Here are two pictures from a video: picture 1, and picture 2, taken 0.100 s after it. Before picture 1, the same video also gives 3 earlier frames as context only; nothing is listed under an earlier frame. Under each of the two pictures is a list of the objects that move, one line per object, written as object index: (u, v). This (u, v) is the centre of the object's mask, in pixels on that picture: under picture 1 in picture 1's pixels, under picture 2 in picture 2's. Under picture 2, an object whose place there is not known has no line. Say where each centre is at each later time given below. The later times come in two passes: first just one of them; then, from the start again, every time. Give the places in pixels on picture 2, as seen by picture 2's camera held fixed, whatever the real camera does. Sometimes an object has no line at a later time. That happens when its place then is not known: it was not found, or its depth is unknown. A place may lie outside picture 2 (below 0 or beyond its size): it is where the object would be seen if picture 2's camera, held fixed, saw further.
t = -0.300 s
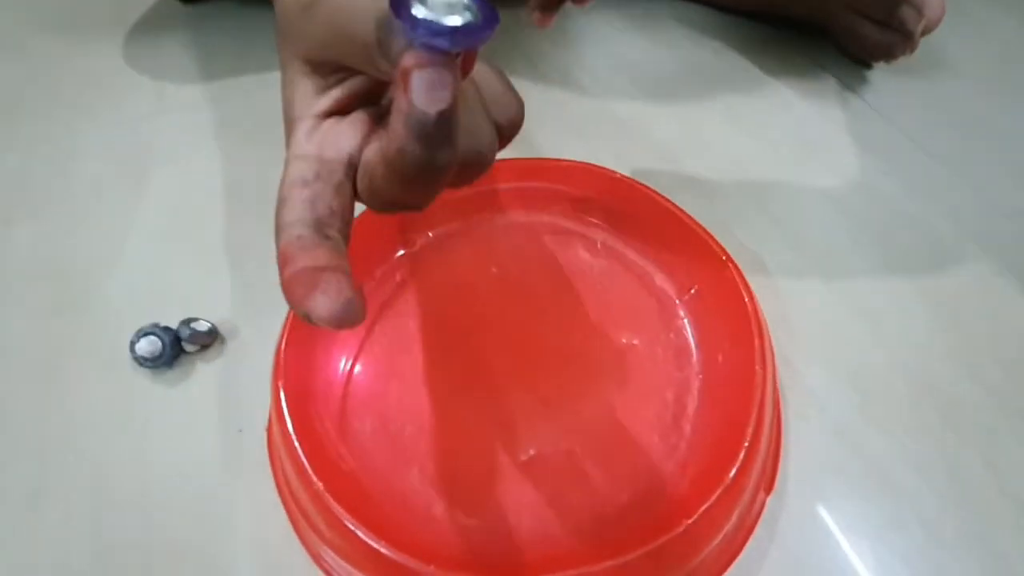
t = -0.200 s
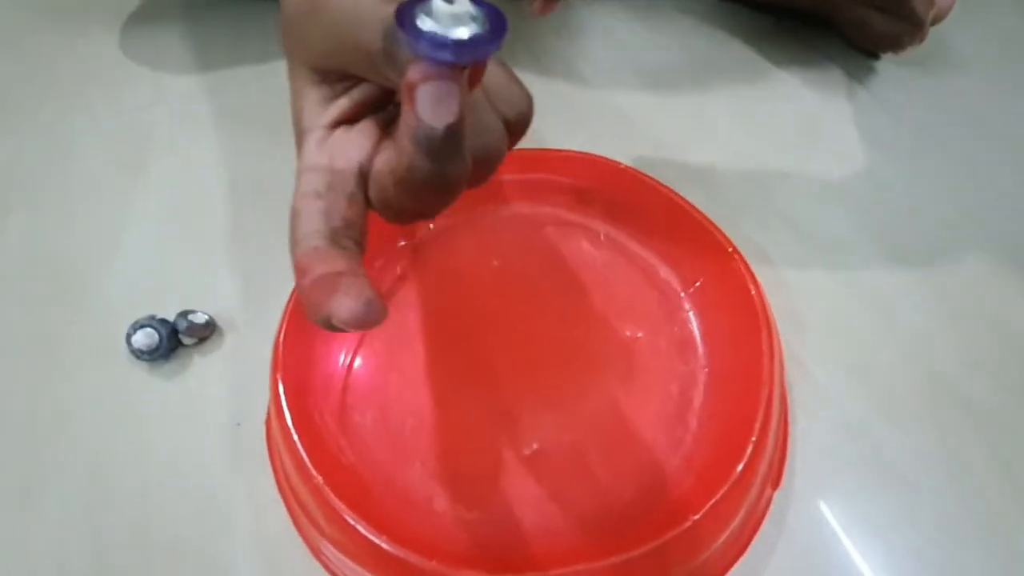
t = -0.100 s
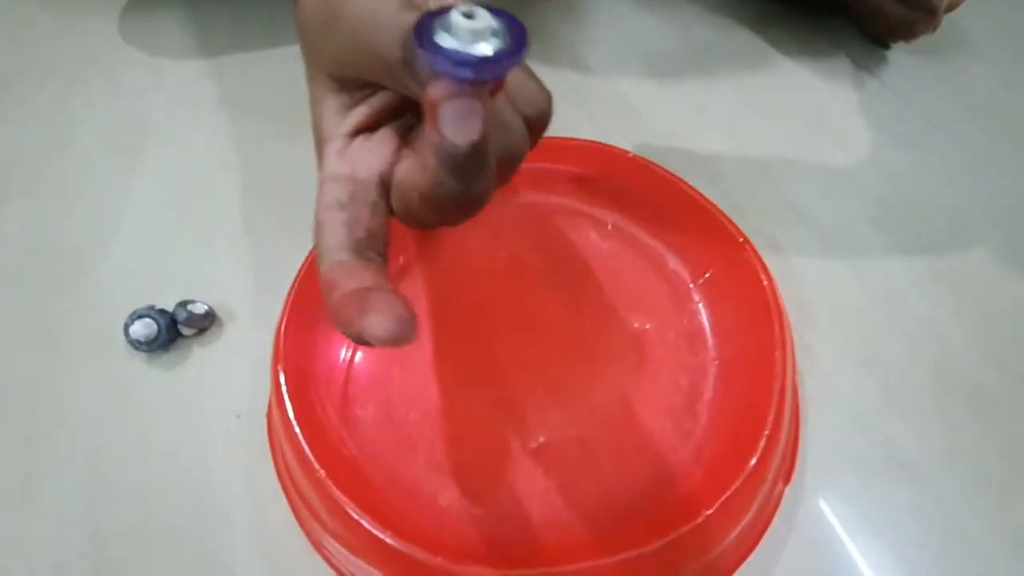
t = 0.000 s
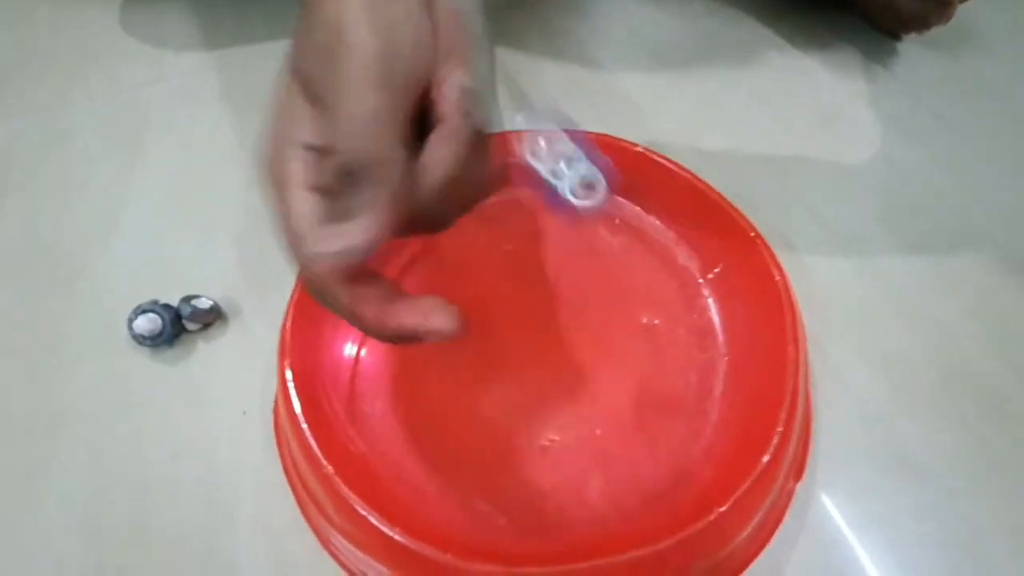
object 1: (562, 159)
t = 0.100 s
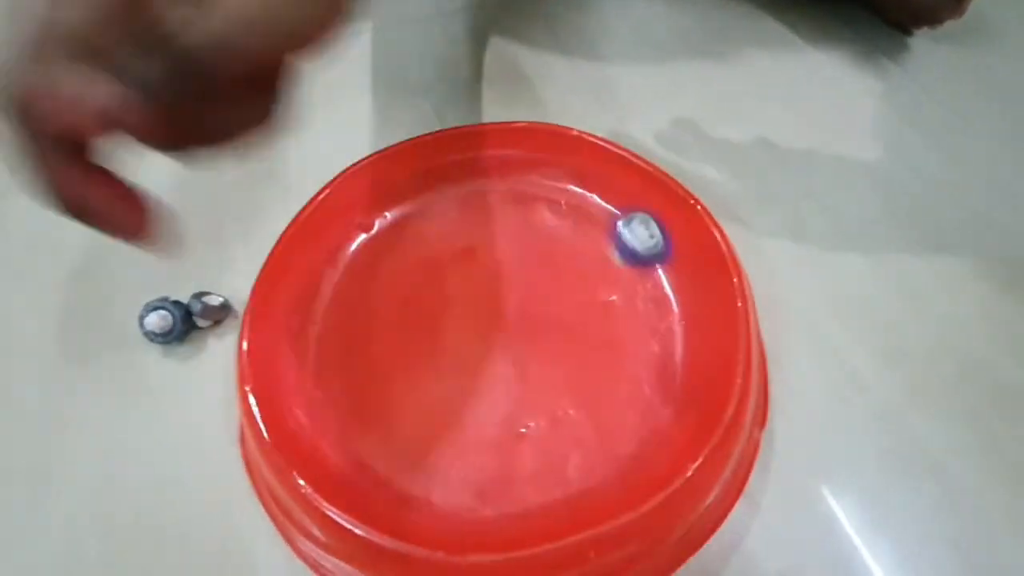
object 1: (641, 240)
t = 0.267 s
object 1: (461, 380)
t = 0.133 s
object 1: (614, 222)
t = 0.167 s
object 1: (573, 229)
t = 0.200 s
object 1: (528, 266)
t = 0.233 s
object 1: (489, 321)
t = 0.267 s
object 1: (461, 380)
